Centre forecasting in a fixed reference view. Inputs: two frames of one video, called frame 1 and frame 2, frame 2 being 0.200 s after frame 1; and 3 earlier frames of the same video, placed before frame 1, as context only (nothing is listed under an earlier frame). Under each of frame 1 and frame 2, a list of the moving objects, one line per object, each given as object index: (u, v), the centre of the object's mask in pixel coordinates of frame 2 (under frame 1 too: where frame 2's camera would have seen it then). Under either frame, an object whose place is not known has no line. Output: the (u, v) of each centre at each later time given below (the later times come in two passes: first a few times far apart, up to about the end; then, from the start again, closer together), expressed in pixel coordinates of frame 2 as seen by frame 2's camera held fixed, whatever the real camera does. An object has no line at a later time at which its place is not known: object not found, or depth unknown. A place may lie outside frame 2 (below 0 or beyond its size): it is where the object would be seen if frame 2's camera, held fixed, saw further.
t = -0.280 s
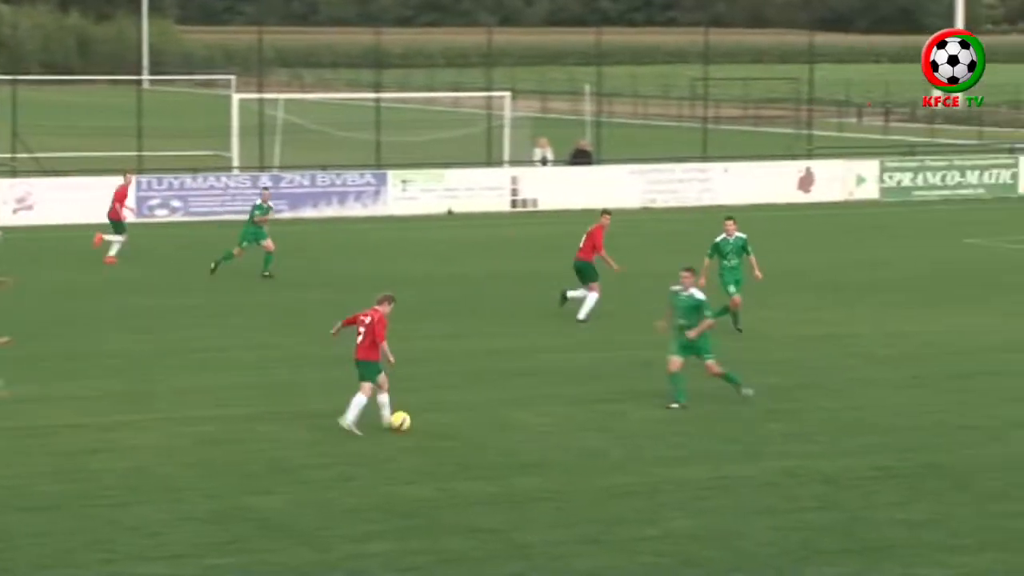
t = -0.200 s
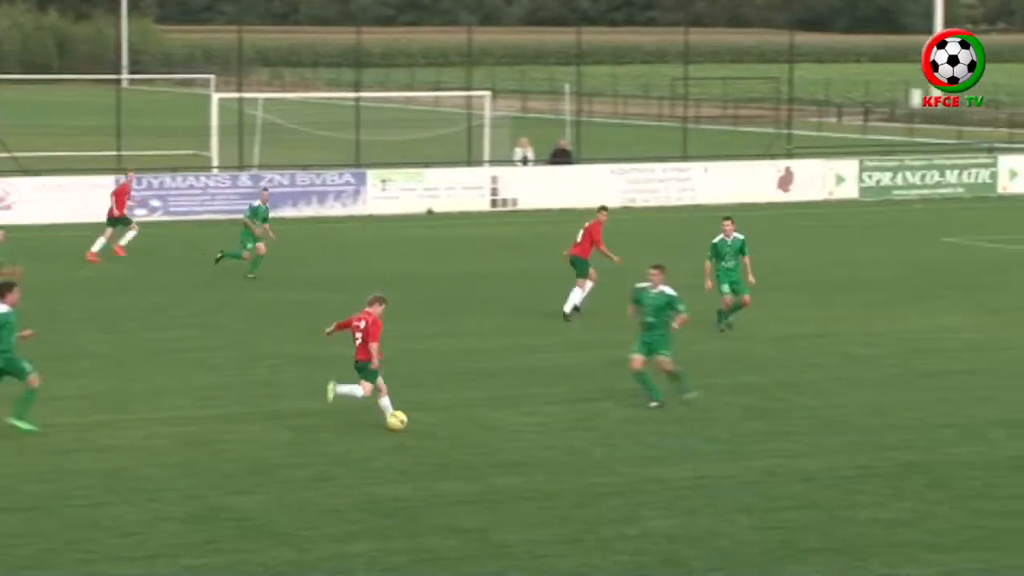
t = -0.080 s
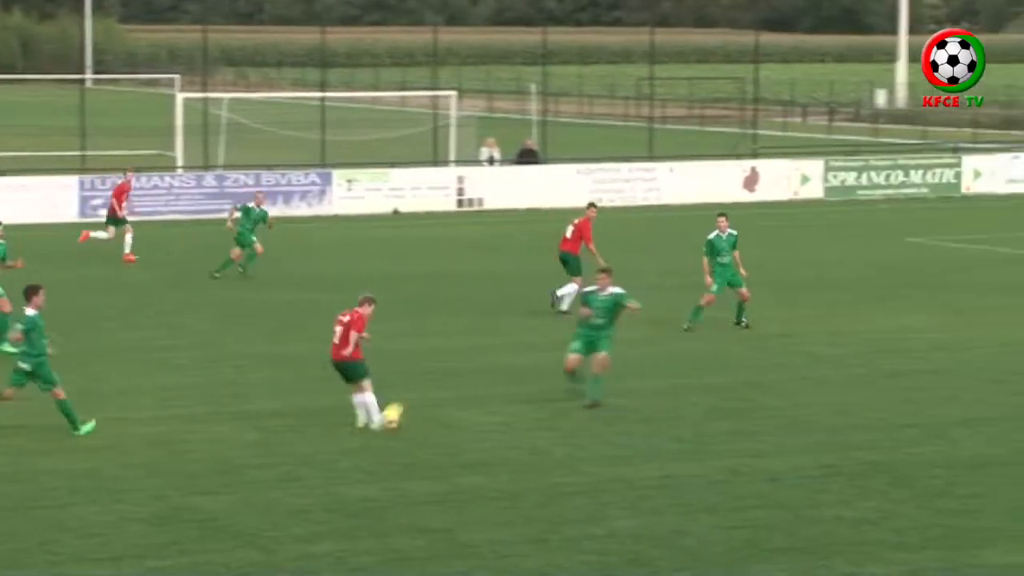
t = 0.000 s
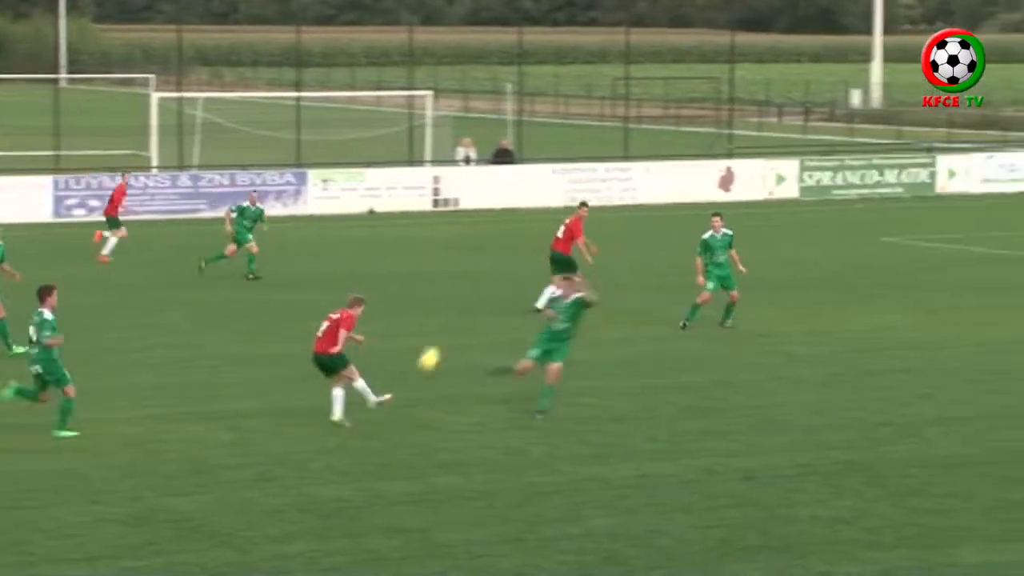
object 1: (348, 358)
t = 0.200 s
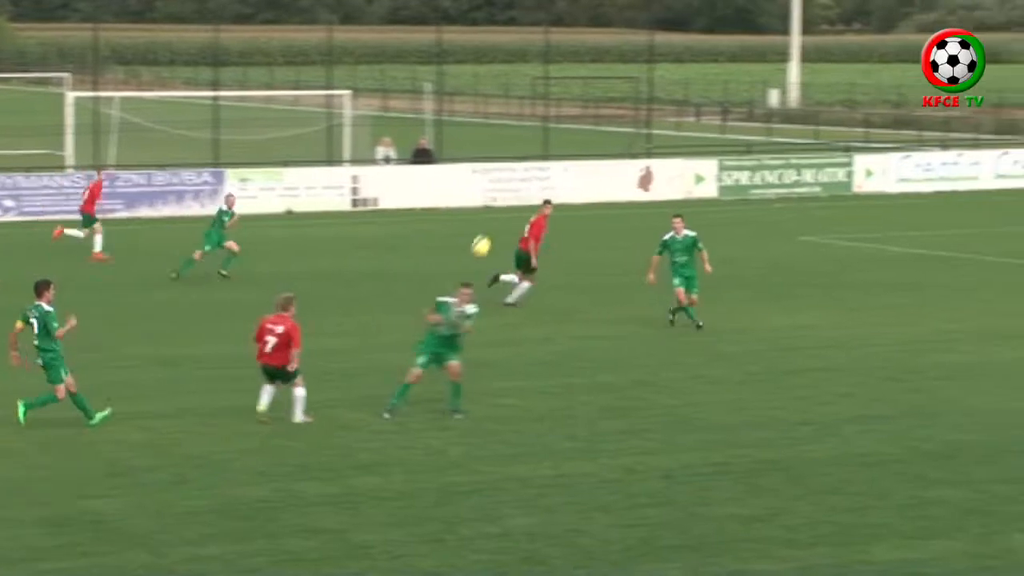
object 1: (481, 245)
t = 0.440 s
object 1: (609, 161)
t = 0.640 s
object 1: (694, 124)
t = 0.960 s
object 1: (803, 117)
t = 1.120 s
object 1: (845, 135)
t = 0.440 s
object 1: (609, 161)
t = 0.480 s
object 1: (627, 151)
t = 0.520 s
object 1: (645, 142)
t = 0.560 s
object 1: (662, 135)
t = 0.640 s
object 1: (694, 124)
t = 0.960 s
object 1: (803, 117)
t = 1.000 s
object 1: (814, 119)
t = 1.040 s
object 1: (825, 124)
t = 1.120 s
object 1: (845, 135)
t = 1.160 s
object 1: (854, 141)
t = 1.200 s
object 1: (864, 148)
